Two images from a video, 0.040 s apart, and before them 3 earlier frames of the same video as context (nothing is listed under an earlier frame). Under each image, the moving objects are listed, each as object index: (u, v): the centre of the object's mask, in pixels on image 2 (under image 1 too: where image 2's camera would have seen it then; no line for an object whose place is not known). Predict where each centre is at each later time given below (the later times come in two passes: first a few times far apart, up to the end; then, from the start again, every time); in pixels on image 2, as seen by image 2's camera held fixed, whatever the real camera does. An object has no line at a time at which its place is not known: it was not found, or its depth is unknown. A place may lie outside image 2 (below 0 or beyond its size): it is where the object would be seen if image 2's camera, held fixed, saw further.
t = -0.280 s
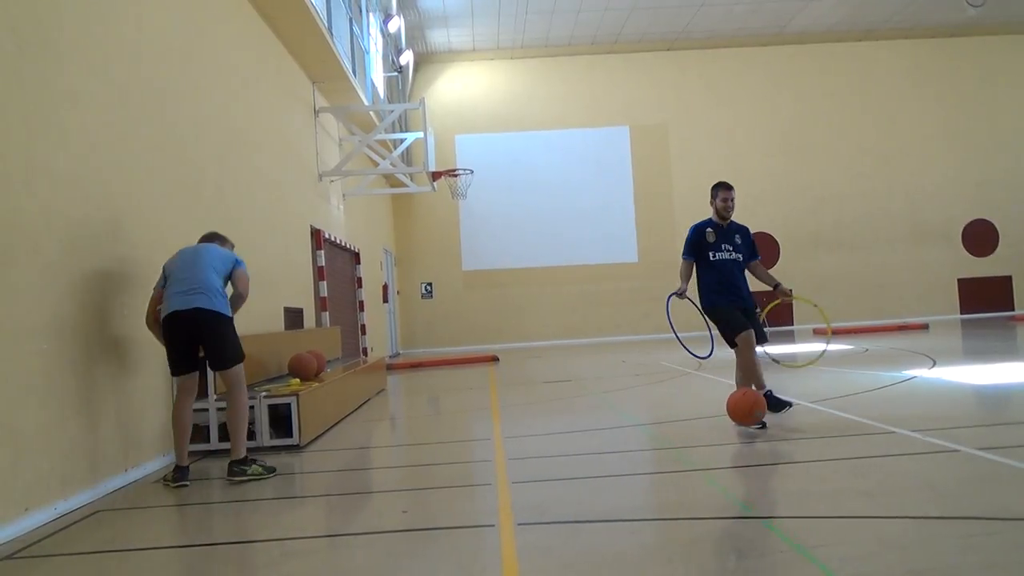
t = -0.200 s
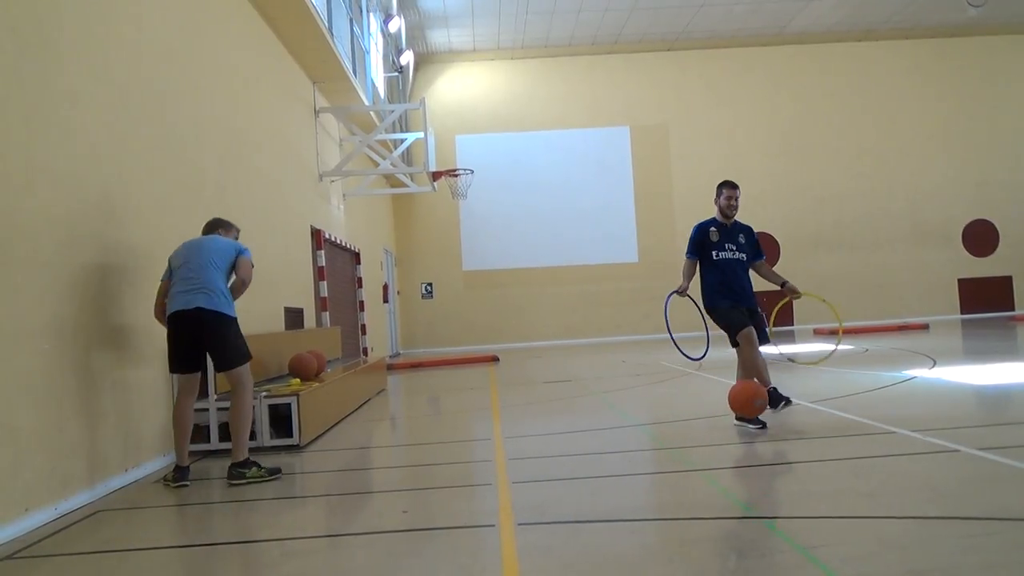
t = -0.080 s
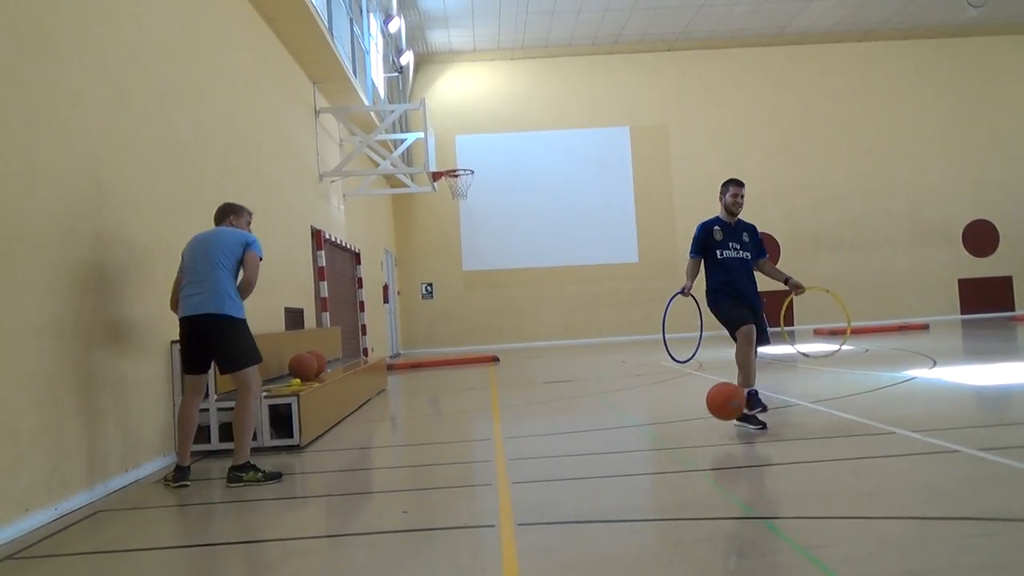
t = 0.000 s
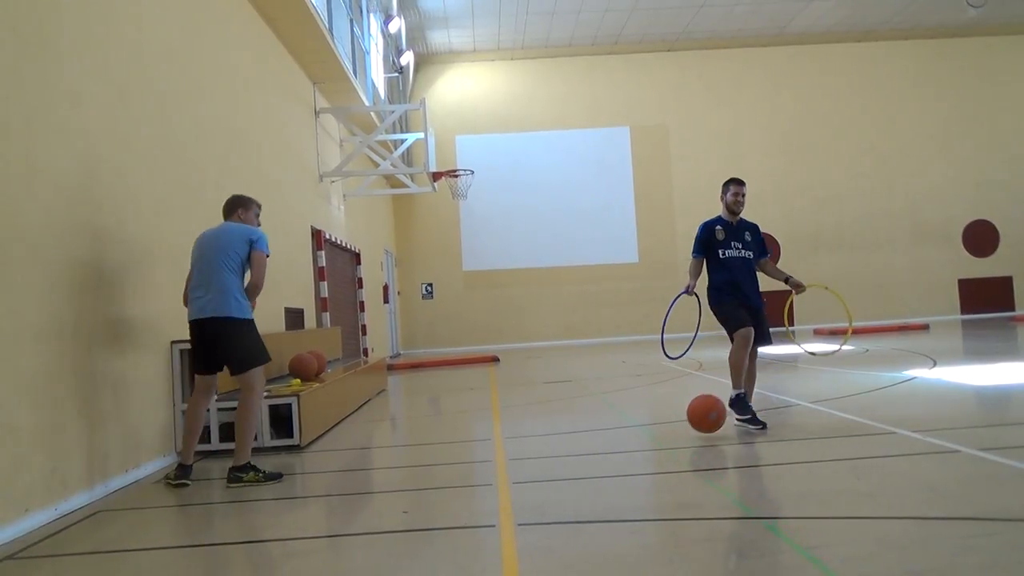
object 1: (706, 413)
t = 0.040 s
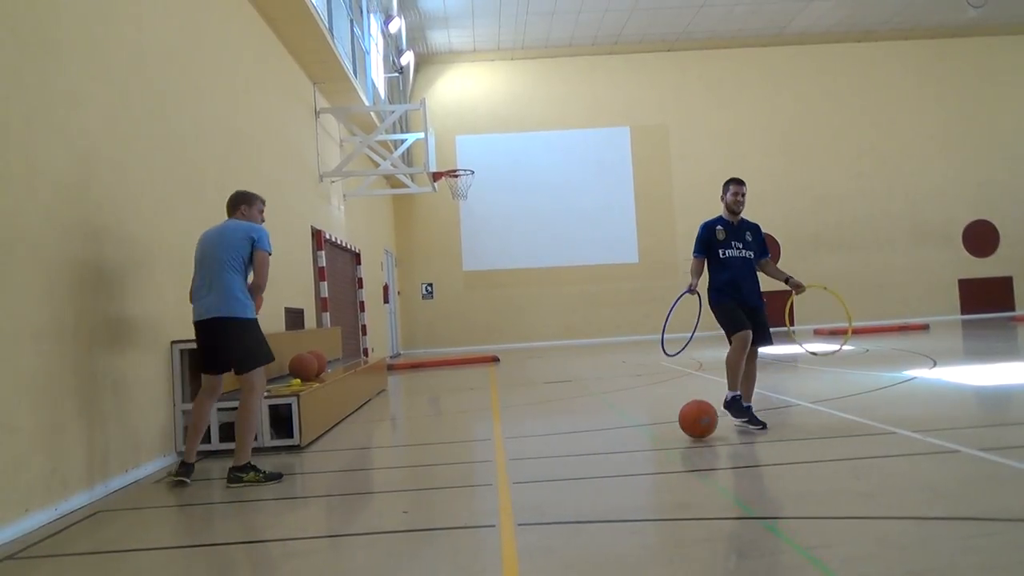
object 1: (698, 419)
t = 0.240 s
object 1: (669, 412)
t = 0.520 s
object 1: (627, 421)
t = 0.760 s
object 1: (591, 426)
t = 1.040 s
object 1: (549, 426)
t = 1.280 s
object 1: (513, 430)
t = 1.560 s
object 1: (470, 435)
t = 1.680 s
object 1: (452, 436)
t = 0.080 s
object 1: (692, 412)
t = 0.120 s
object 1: (686, 409)
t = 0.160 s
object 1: (680, 407)
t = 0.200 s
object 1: (675, 408)
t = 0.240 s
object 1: (669, 412)
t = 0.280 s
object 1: (664, 418)
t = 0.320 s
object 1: (658, 421)
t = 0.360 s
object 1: (651, 416)
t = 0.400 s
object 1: (645, 414)
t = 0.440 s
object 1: (639, 414)
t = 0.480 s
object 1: (633, 416)
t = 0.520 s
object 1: (627, 421)
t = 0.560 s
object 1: (621, 423)
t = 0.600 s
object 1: (615, 419)
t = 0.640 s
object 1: (609, 418)
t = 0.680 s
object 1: (603, 420)
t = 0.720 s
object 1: (597, 423)
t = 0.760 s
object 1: (591, 426)
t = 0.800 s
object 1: (585, 423)
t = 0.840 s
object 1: (579, 422)
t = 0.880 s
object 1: (573, 423)
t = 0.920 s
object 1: (567, 427)
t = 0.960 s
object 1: (561, 427)
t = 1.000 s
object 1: (555, 425)
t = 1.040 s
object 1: (549, 426)
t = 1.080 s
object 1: (543, 429)
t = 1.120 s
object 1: (537, 429)
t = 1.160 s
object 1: (531, 428)
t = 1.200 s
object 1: (525, 429)
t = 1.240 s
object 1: (519, 432)
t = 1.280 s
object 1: (513, 430)
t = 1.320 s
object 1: (506, 430)
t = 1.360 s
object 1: (500, 431)
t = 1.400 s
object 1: (494, 434)
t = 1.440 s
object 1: (488, 432)
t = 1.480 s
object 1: (482, 433)
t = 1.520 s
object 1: (476, 436)
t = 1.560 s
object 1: (470, 435)
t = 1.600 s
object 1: (464, 435)
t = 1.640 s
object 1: (458, 438)
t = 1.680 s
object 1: (452, 436)
